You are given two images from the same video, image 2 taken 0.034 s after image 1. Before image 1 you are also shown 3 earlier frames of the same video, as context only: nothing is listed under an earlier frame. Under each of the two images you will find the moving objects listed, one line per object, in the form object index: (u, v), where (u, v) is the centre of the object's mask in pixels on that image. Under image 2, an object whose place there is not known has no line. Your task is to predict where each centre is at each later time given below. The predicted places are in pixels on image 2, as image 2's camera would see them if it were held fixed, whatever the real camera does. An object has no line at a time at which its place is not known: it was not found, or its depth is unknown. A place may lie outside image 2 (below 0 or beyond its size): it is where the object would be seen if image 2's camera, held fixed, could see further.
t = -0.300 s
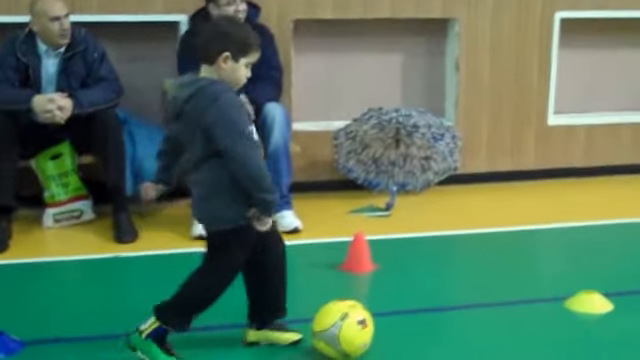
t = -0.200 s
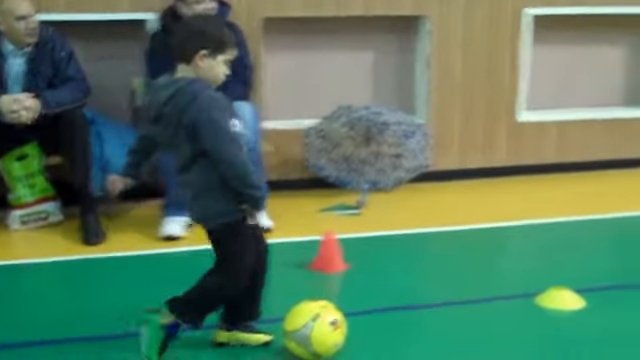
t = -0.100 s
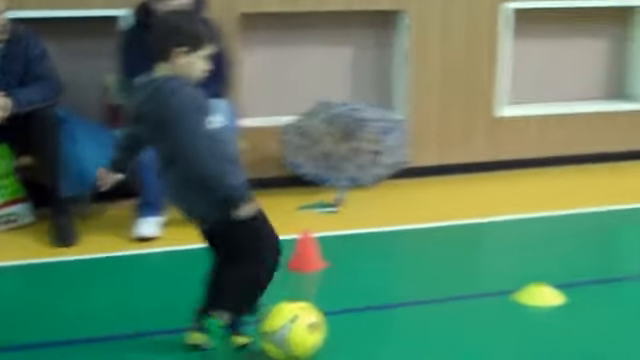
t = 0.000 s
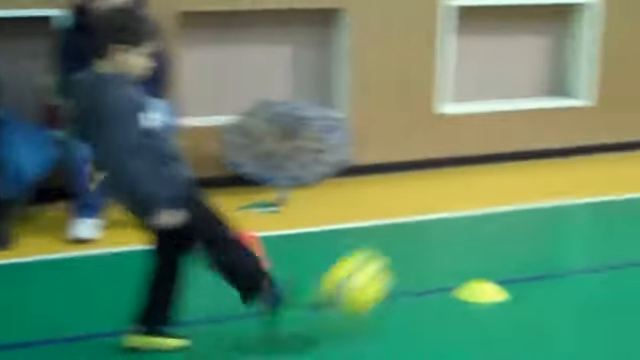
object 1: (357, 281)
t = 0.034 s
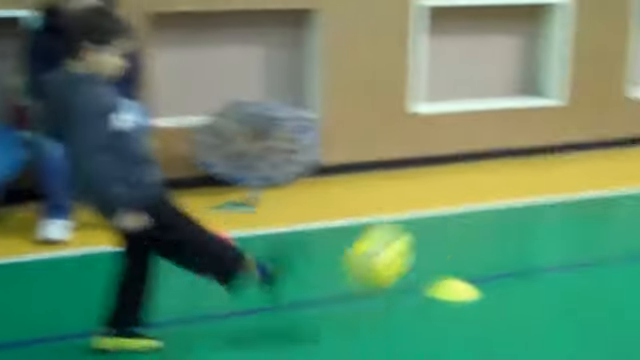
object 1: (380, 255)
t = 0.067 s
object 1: (426, 237)
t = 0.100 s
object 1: (471, 219)
